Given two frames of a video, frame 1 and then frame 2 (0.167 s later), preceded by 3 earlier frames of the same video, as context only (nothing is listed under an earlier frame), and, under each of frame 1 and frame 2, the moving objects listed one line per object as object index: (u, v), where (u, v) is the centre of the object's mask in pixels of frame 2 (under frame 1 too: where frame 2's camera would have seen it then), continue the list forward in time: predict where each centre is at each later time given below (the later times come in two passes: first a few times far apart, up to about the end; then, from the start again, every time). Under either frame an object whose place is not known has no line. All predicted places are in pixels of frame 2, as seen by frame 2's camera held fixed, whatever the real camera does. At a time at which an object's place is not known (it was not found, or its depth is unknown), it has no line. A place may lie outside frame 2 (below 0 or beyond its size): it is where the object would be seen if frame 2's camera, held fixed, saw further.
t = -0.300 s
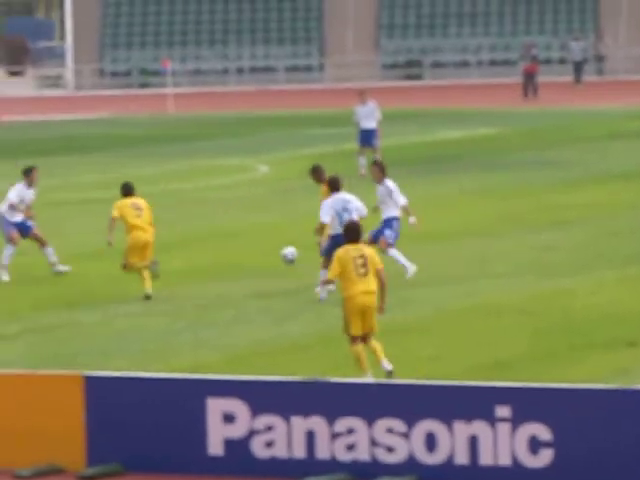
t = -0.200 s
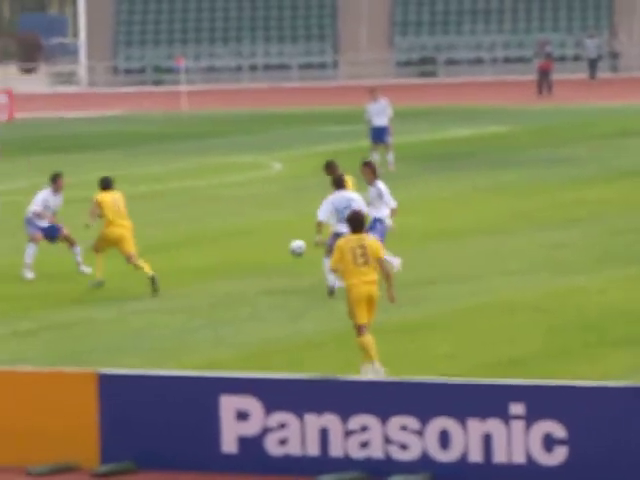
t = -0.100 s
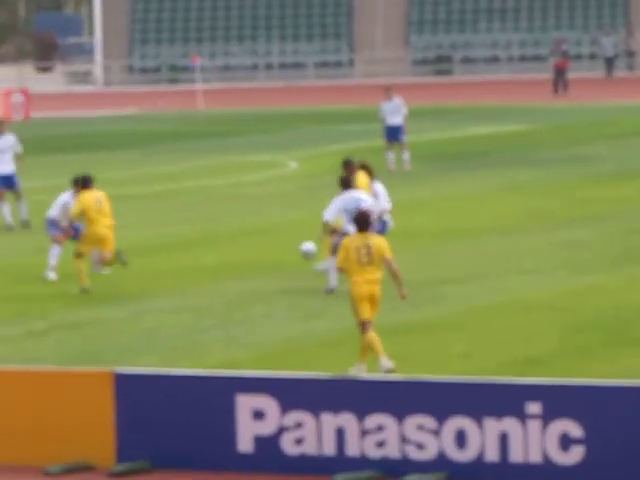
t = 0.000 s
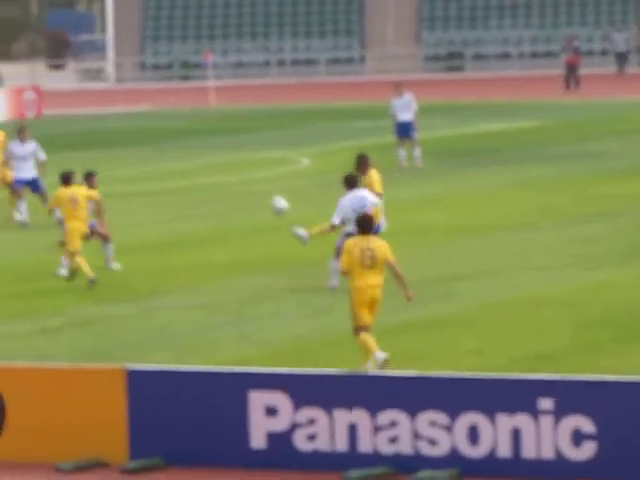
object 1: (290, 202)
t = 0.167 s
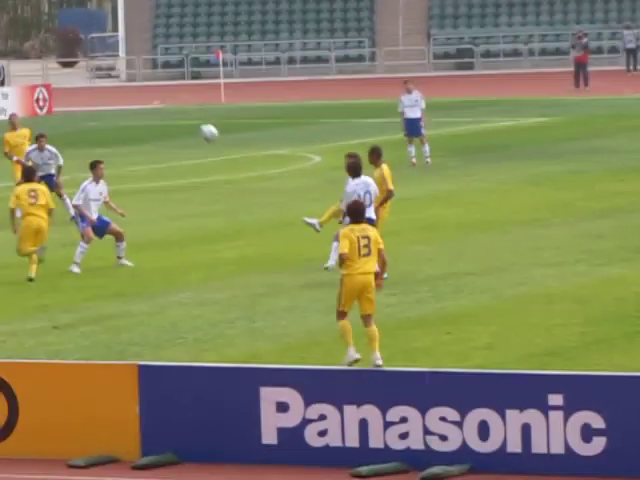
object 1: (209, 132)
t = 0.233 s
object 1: (177, 110)
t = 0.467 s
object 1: (71, 63)
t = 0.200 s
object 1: (192, 120)
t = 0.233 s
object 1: (177, 110)
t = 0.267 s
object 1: (162, 102)
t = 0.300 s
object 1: (146, 92)
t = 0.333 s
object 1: (132, 85)
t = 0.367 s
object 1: (116, 79)
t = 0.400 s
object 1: (101, 73)
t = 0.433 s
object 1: (86, 68)
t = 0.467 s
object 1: (71, 63)
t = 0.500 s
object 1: (57, 60)
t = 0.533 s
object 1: (42, 58)
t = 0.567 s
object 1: (27, 56)
